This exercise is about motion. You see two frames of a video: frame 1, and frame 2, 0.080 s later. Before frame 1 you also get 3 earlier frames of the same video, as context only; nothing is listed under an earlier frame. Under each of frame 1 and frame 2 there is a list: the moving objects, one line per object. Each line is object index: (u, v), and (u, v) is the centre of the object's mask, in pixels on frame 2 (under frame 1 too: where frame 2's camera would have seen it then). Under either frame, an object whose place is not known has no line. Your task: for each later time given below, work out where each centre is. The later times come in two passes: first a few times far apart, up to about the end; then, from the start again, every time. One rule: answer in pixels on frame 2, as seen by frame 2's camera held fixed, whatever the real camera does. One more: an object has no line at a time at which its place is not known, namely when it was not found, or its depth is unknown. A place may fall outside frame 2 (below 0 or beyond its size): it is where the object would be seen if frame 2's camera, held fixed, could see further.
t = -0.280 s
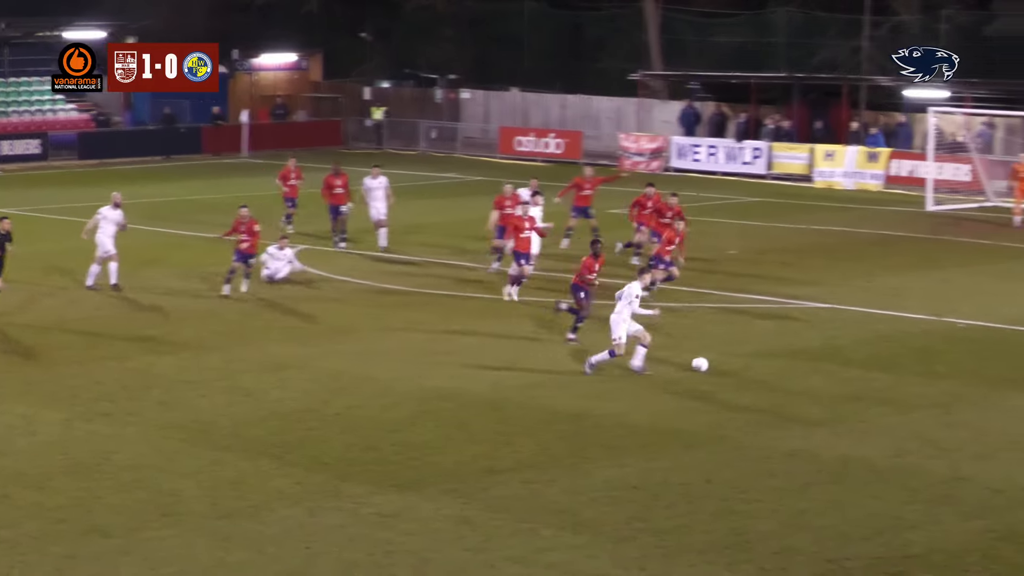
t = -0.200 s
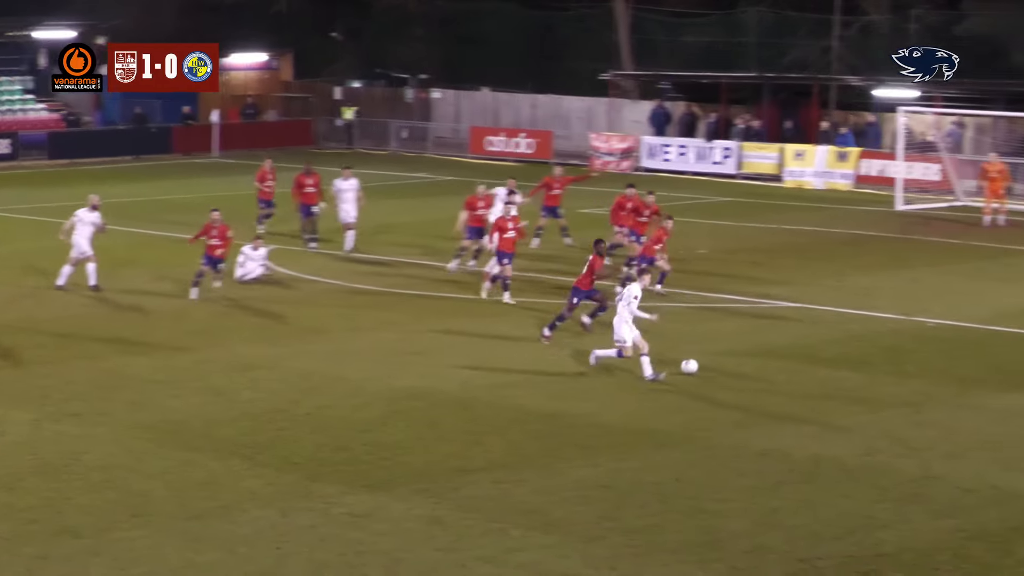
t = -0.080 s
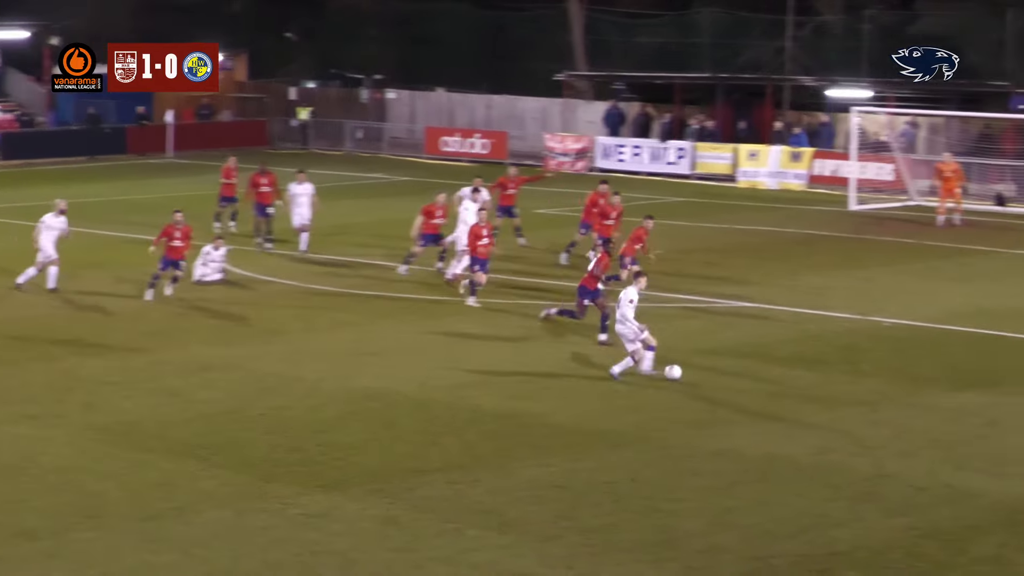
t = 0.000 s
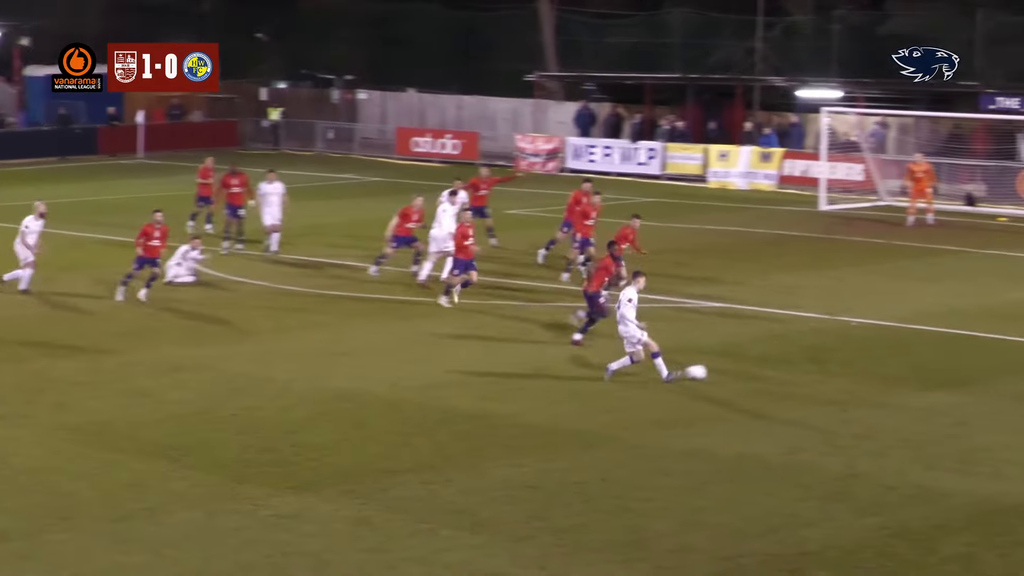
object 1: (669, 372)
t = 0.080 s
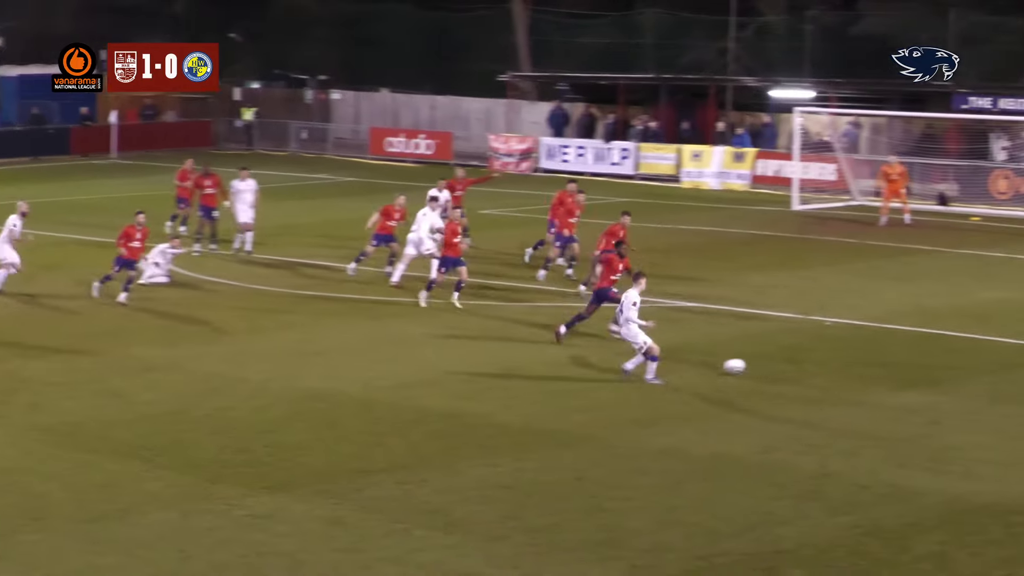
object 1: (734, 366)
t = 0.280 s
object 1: (883, 359)
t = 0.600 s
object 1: (1076, 353)
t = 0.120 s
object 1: (766, 366)
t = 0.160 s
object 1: (798, 365)
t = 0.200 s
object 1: (827, 363)
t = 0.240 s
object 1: (855, 360)
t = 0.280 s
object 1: (883, 359)
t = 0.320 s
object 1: (910, 359)
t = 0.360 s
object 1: (936, 357)
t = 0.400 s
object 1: (960, 356)
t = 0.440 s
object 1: (985, 355)
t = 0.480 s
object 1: (1009, 356)
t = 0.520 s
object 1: (1031, 354)
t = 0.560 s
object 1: (1053, 354)
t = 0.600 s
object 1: (1076, 353)
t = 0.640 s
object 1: (1097, 353)
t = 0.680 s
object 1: (1117, 352)
